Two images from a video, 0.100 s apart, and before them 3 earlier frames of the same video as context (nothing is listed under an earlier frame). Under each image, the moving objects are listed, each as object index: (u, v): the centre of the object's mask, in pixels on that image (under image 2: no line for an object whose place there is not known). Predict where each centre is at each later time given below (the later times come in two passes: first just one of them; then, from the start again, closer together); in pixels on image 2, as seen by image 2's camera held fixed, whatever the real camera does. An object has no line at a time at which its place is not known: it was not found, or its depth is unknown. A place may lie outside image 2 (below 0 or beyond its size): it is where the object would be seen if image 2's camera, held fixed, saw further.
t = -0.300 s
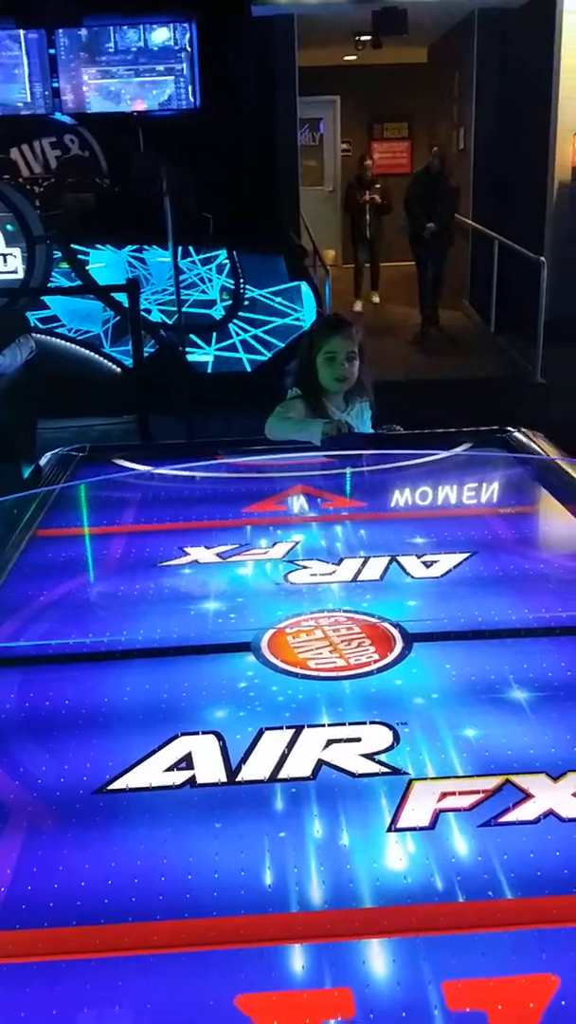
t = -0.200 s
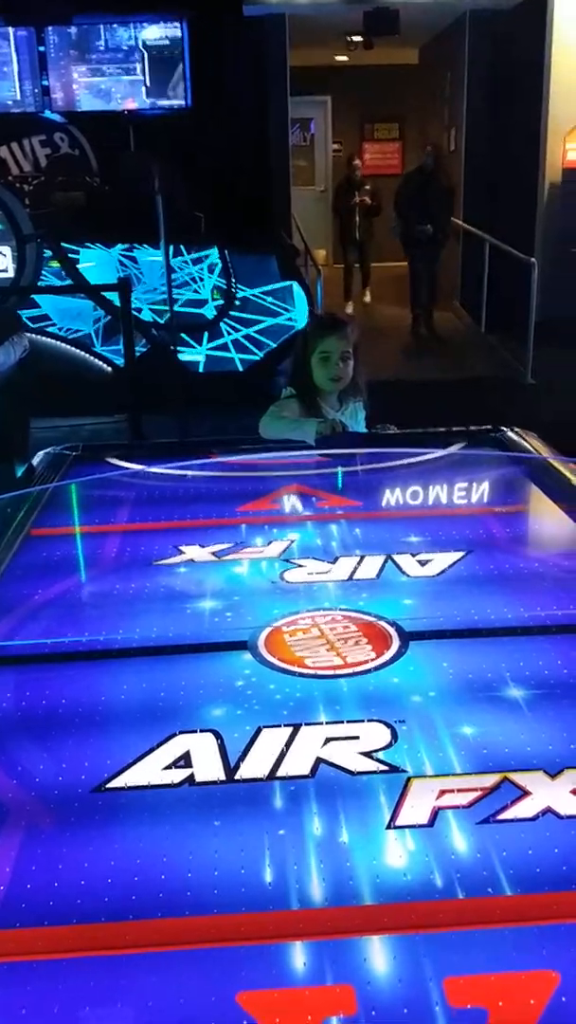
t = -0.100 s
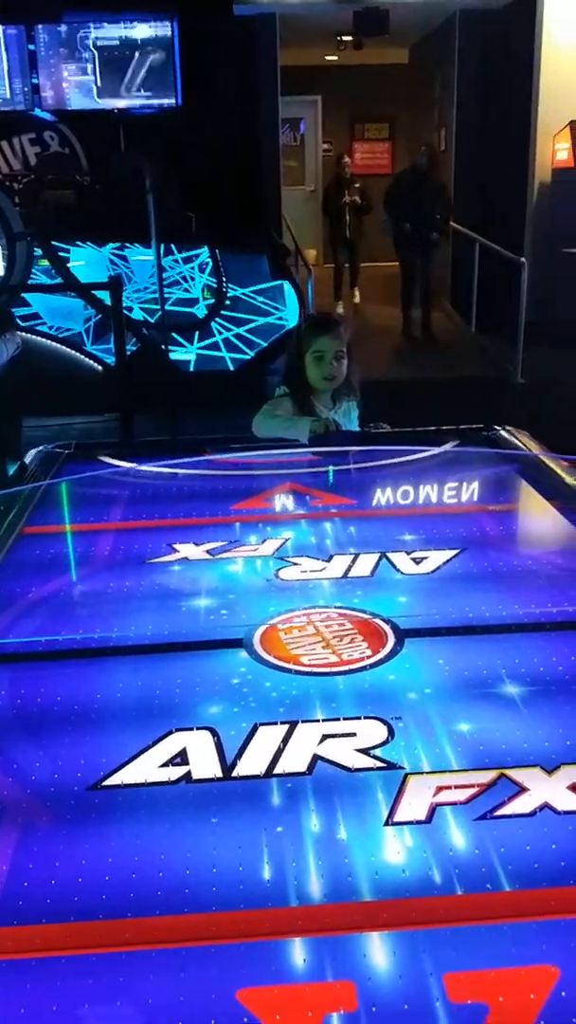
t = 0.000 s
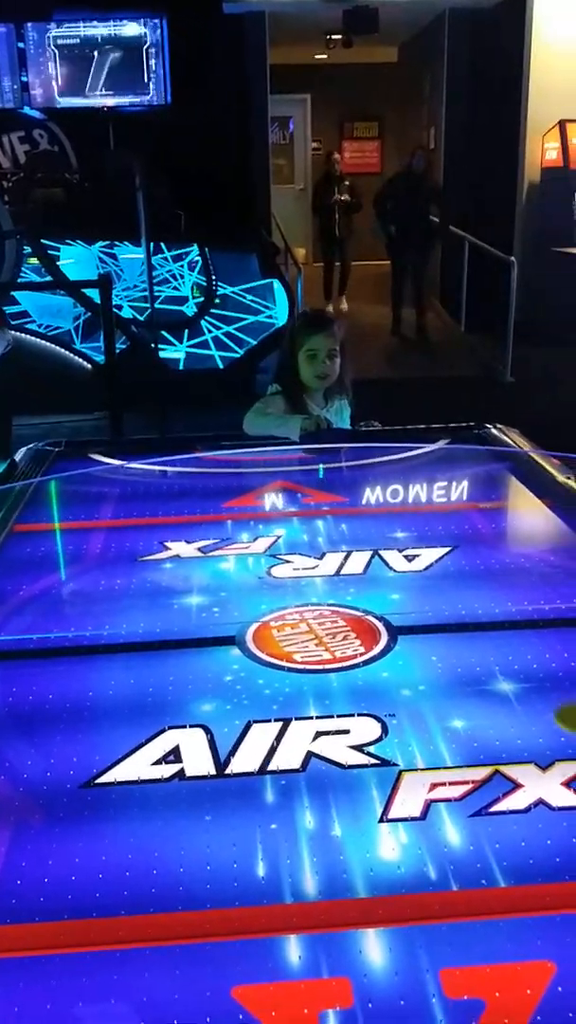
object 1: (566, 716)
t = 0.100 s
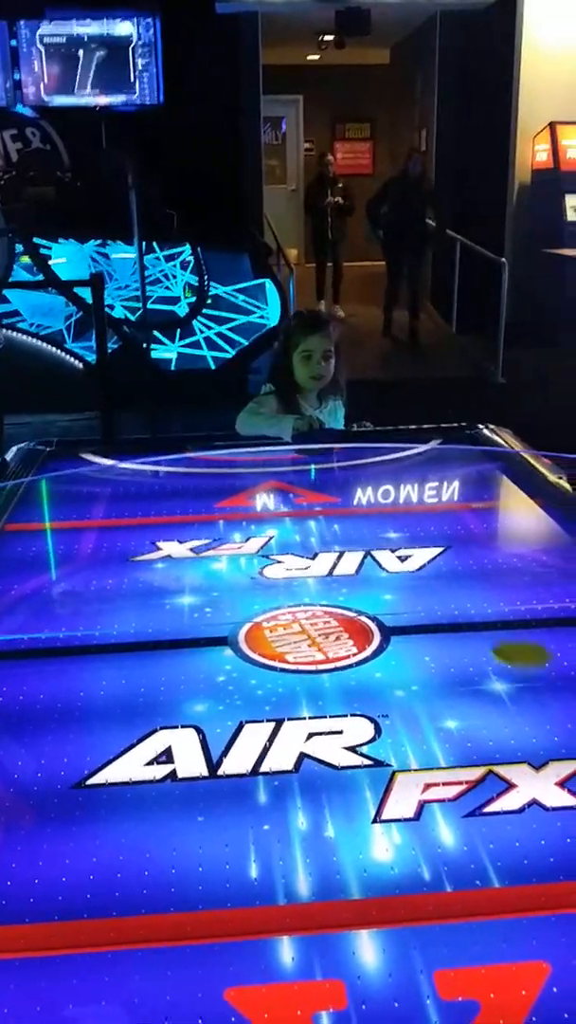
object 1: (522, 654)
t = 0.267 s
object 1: (448, 577)
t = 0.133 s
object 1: (503, 635)
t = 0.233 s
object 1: (461, 590)
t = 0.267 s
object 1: (448, 577)
